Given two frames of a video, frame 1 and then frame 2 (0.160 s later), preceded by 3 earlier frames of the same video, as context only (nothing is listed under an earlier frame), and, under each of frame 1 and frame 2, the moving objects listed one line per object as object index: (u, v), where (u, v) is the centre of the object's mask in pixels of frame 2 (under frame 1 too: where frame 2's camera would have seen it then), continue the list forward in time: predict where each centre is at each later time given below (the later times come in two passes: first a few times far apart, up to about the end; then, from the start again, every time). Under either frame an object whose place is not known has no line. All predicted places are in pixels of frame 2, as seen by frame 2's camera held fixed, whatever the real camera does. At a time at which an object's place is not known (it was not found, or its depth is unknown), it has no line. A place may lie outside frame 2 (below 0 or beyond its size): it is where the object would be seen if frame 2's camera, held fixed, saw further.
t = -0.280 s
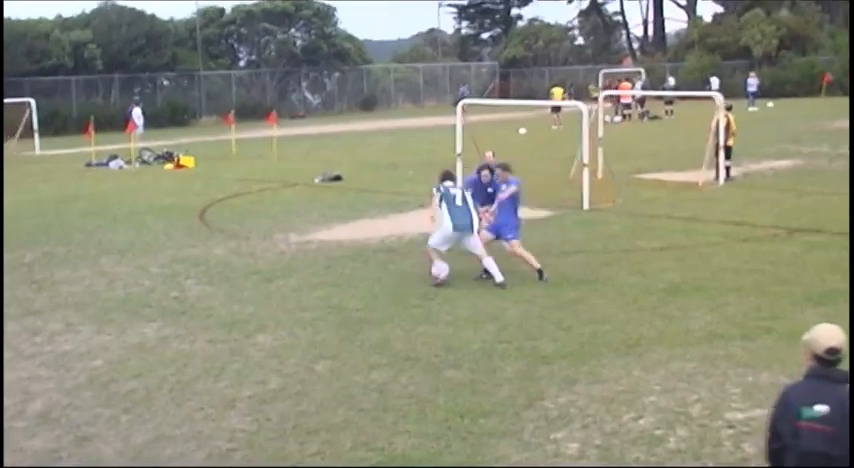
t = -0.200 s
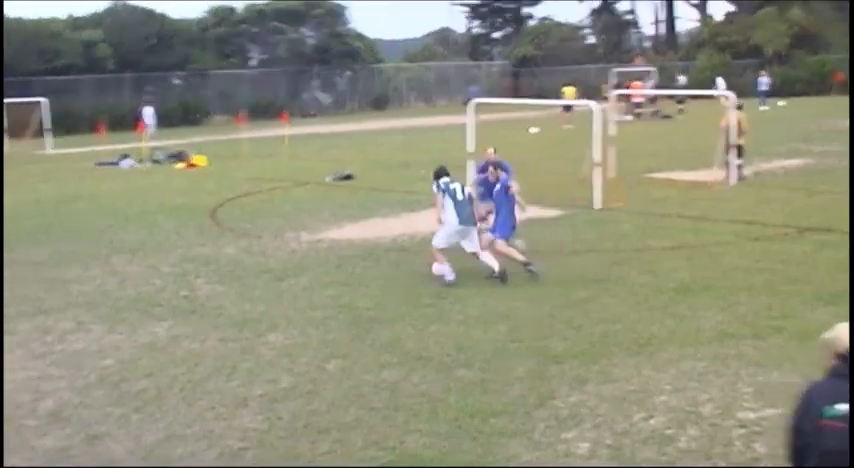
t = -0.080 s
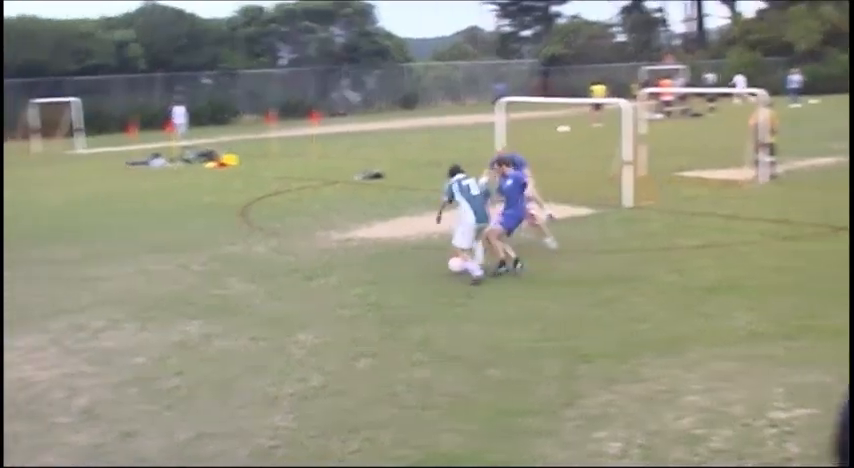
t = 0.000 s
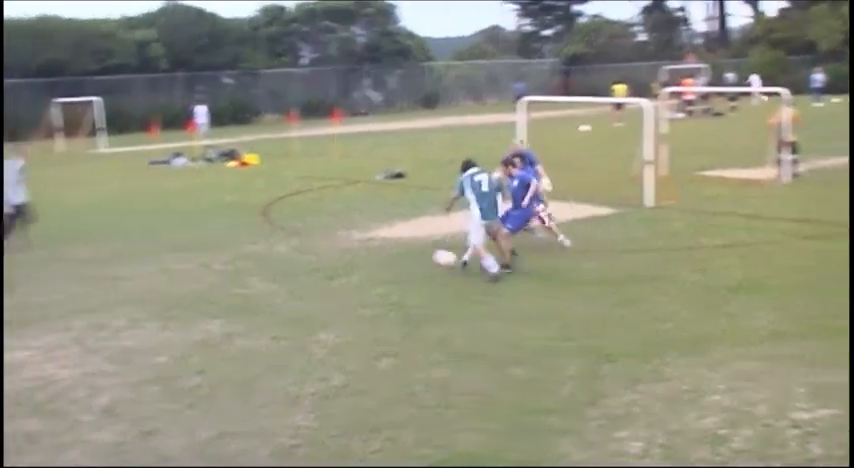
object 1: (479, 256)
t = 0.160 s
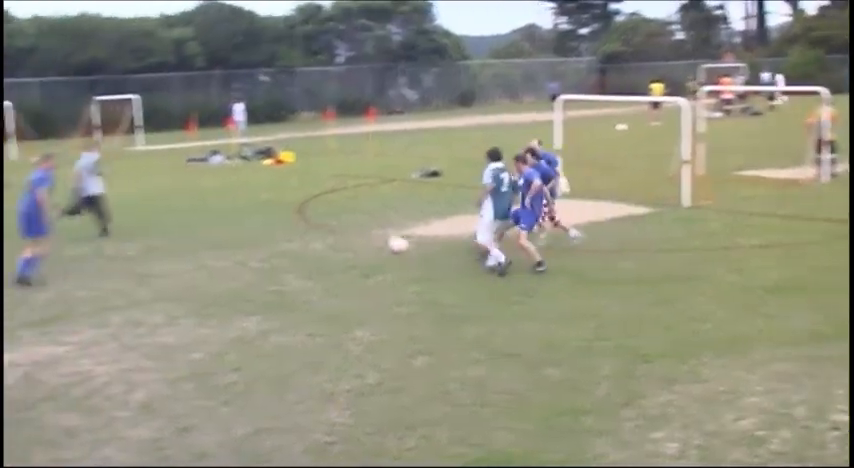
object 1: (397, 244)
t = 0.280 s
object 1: (350, 233)
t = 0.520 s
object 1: (272, 221)
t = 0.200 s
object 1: (381, 241)
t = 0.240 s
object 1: (365, 235)
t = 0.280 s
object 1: (350, 233)
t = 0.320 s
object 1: (335, 231)
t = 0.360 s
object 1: (321, 230)
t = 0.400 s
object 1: (307, 230)
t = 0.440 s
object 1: (295, 226)
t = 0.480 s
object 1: (283, 223)
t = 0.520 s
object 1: (272, 221)
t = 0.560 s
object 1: (262, 219)
